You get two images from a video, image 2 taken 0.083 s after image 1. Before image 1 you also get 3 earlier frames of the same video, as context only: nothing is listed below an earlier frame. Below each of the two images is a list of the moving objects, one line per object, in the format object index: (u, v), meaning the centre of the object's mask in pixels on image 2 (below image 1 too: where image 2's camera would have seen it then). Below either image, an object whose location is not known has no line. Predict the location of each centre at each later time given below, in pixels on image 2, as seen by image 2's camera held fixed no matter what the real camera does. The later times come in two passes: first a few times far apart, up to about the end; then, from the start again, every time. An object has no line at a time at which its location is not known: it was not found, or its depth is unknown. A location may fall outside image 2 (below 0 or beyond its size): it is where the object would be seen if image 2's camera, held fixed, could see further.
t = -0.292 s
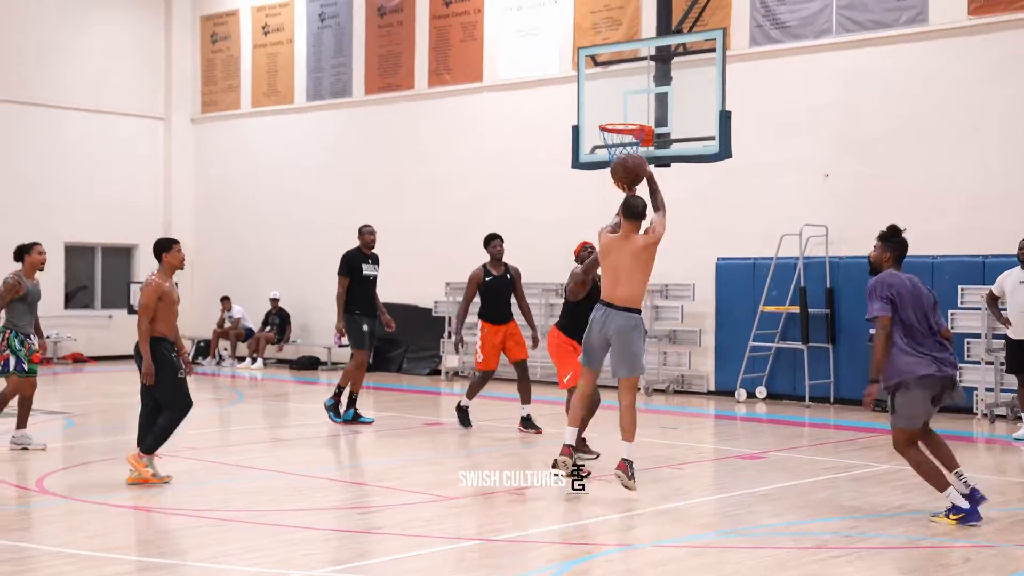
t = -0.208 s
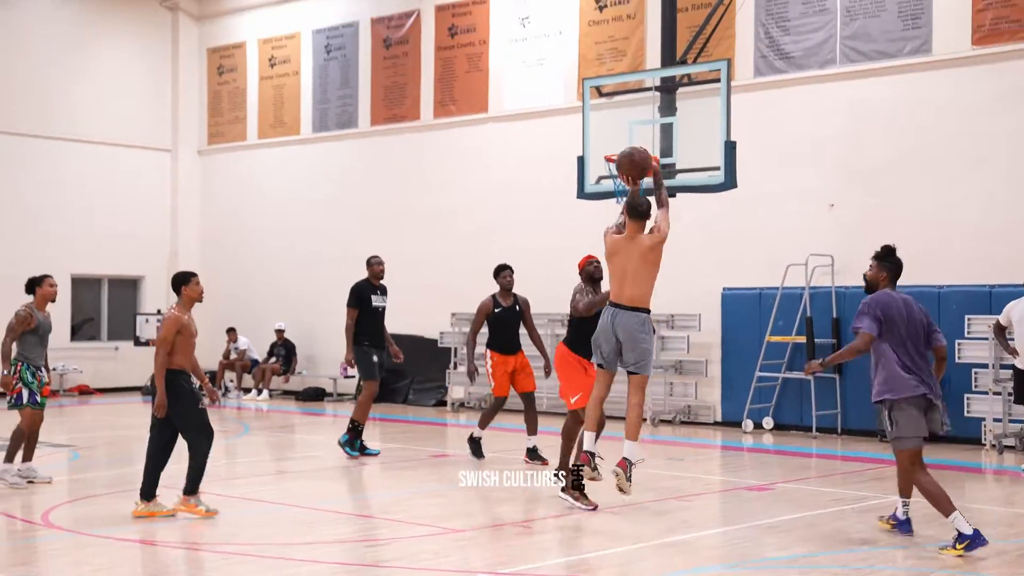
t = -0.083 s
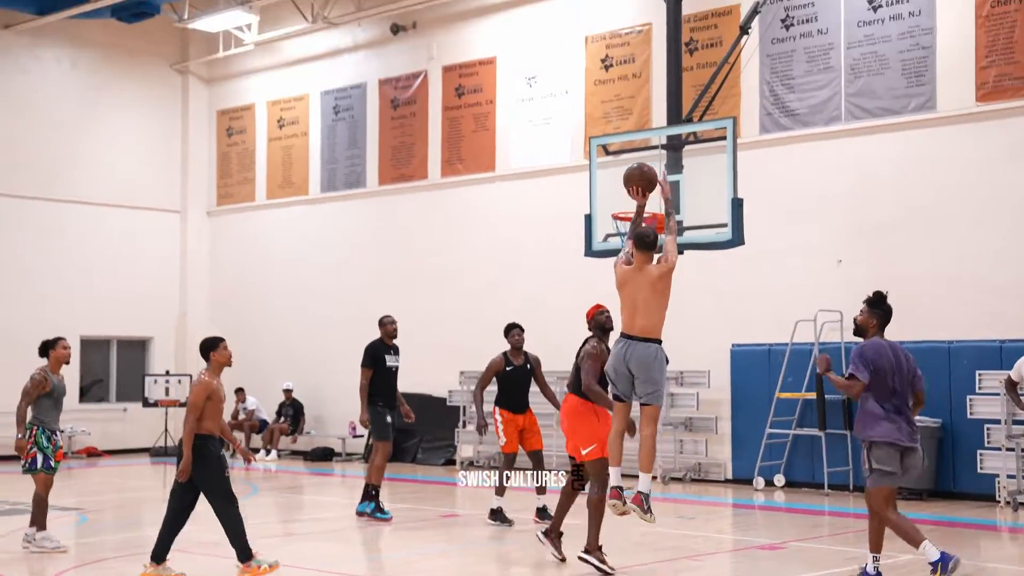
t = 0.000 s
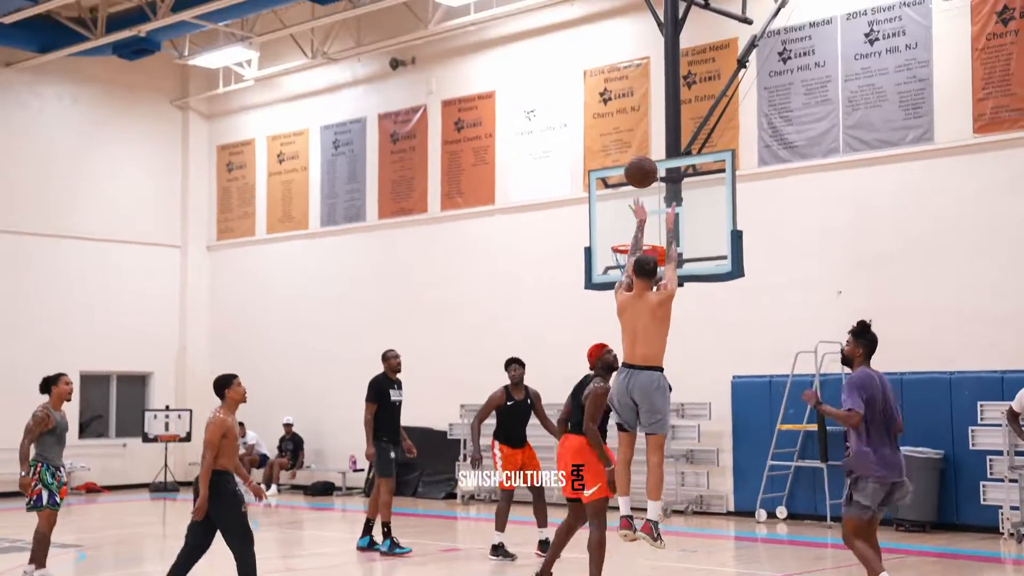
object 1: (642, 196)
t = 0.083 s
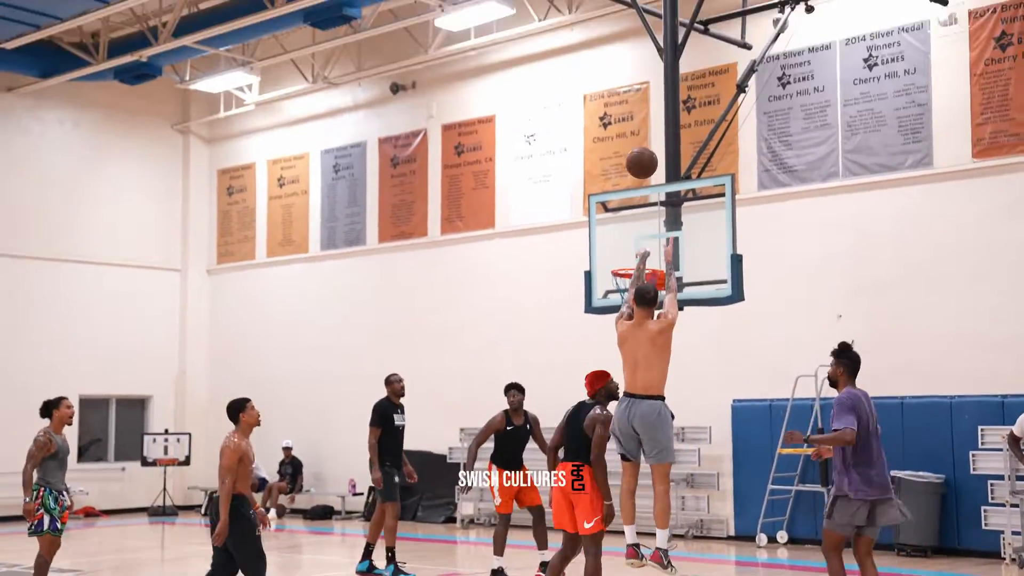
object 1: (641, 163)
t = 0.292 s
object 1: (642, 126)
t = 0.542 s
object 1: (646, 148)
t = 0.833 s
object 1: (652, 246)
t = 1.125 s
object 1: (732, 234)
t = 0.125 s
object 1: (642, 150)
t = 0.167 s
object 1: (641, 141)
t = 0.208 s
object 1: (641, 134)
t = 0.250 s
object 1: (641, 129)
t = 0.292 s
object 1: (642, 126)
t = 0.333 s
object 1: (642, 125)
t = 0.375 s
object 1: (643, 126)
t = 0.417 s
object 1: (643, 129)
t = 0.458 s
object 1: (644, 134)
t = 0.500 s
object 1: (645, 140)
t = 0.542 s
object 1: (646, 148)
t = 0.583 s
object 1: (647, 158)
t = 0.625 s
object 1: (648, 169)
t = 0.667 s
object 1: (648, 182)
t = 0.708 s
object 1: (649, 196)
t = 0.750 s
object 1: (650, 212)
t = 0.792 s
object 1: (651, 228)
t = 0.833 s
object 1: (652, 246)
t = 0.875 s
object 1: (653, 264)
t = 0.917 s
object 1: (665, 255)
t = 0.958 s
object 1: (678, 248)
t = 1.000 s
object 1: (692, 242)
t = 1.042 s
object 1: (705, 237)
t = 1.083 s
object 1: (718, 235)
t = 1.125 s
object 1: (732, 234)
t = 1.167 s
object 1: (747, 234)
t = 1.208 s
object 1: (760, 238)
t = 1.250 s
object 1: (775, 241)
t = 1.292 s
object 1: (790, 248)
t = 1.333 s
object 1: (805, 256)
